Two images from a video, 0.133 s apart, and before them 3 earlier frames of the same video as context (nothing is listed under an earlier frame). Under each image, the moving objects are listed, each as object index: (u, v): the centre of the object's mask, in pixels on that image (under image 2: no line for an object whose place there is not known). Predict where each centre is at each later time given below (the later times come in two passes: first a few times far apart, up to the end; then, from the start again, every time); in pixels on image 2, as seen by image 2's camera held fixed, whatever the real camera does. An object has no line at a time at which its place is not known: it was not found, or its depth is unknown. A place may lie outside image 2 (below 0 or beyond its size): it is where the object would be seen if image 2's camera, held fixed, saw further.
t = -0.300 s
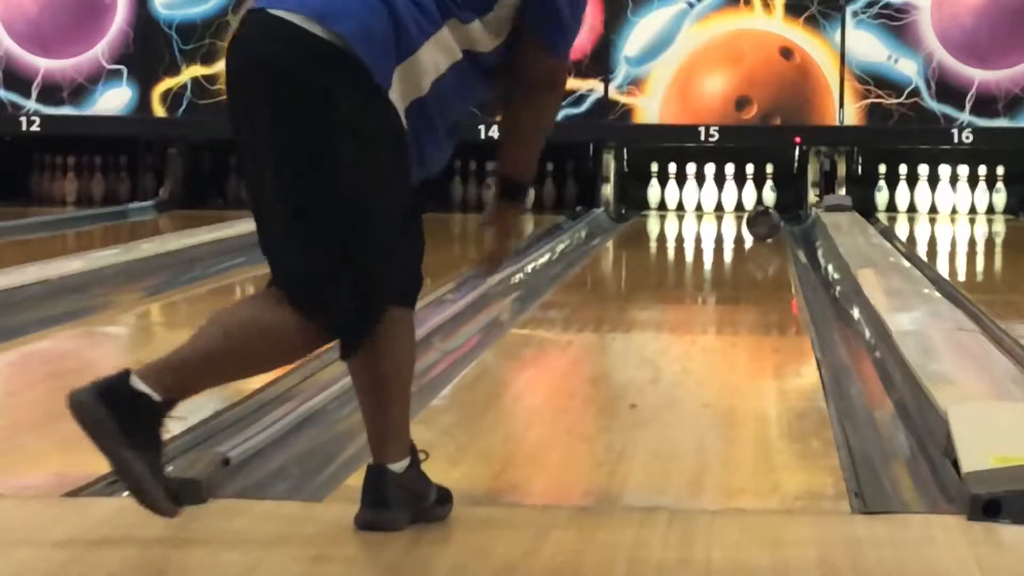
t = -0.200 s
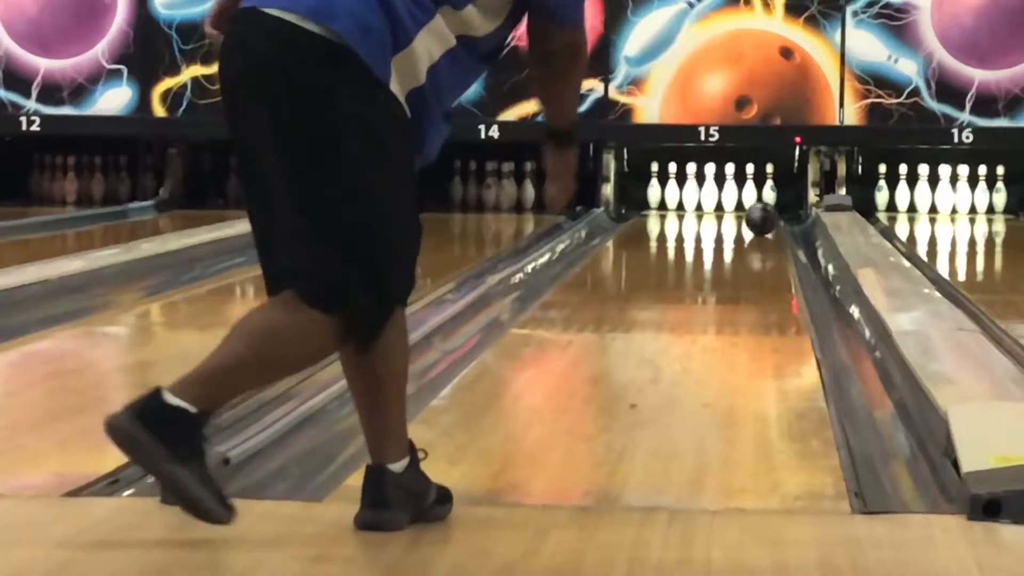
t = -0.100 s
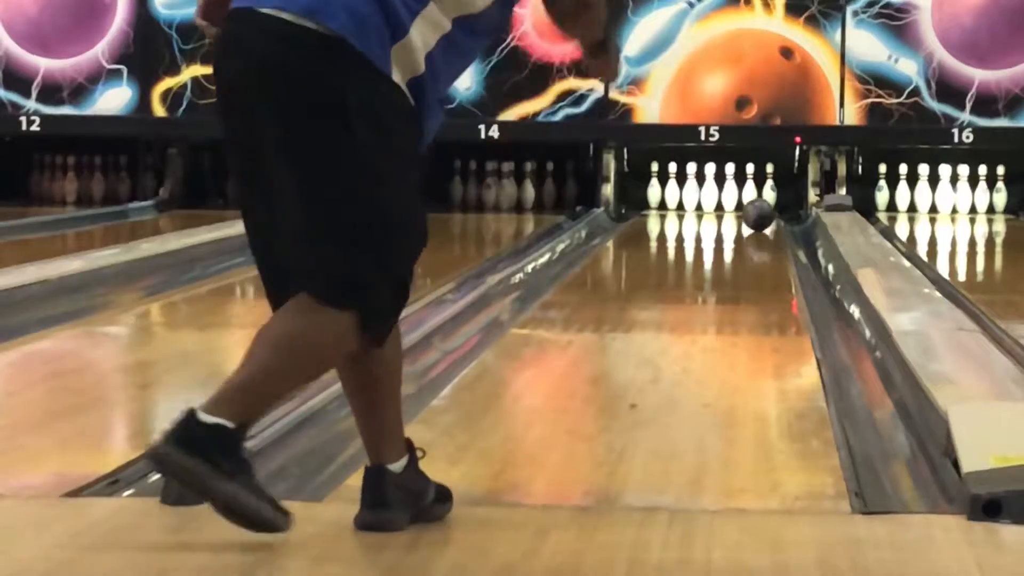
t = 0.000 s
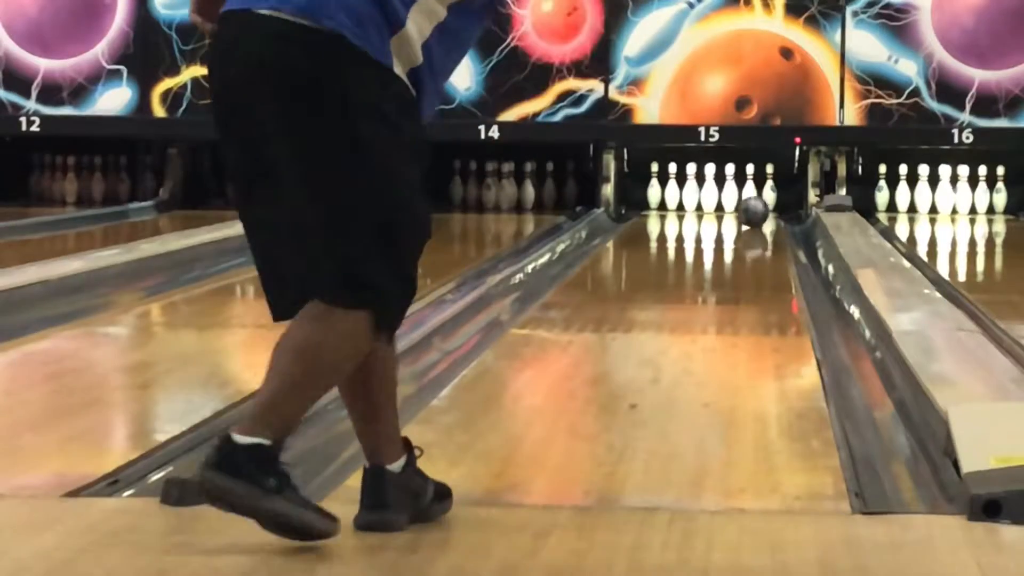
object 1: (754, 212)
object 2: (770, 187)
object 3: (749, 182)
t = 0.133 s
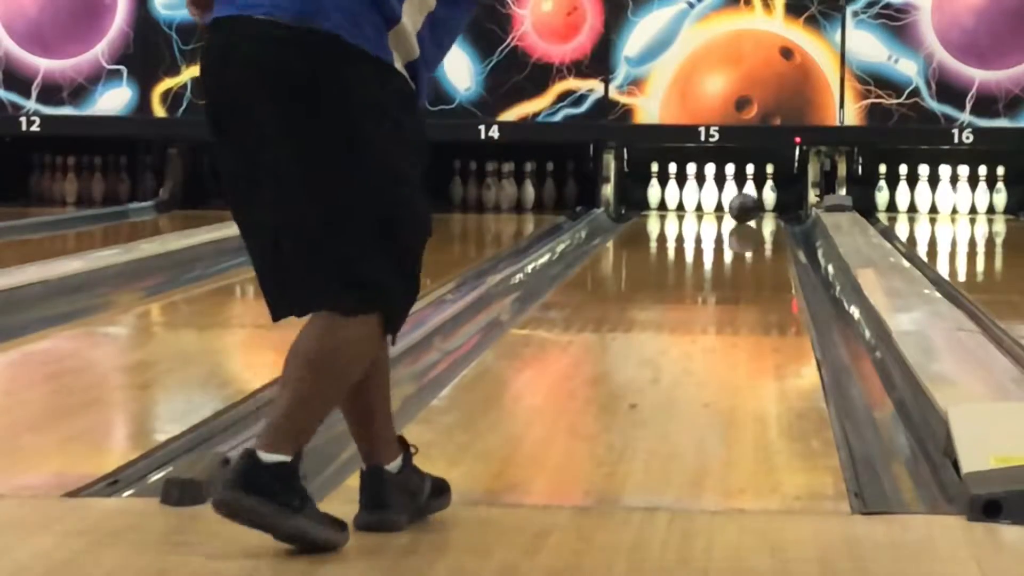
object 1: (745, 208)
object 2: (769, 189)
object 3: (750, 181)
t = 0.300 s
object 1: (731, 204)
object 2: (770, 189)
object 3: (750, 189)
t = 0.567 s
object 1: (733, 198)
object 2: (778, 188)
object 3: (754, 189)
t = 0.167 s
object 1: (741, 207)
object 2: (770, 189)
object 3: (750, 182)
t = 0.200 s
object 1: (739, 206)
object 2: (770, 189)
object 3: (750, 183)
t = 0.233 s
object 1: (736, 206)
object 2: (770, 189)
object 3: (750, 186)
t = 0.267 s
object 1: (734, 205)
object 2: (770, 189)
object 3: (750, 187)
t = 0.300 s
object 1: (731, 204)
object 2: (770, 189)
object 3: (750, 189)
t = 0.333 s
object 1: (729, 202)
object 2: (770, 189)
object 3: (750, 189)
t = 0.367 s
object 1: (728, 202)
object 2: (770, 189)
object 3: (749, 189)
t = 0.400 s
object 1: (725, 203)
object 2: (770, 189)
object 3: (749, 189)
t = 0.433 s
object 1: (725, 200)
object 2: (770, 189)
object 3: (749, 189)
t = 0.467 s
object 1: (727, 198)
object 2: (770, 189)
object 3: (750, 189)
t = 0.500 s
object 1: (730, 199)
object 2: (770, 189)
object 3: (750, 189)
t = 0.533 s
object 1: (729, 198)
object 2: (770, 189)
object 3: (750, 188)
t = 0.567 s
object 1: (733, 198)
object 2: (778, 188)
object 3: (754, 189)
